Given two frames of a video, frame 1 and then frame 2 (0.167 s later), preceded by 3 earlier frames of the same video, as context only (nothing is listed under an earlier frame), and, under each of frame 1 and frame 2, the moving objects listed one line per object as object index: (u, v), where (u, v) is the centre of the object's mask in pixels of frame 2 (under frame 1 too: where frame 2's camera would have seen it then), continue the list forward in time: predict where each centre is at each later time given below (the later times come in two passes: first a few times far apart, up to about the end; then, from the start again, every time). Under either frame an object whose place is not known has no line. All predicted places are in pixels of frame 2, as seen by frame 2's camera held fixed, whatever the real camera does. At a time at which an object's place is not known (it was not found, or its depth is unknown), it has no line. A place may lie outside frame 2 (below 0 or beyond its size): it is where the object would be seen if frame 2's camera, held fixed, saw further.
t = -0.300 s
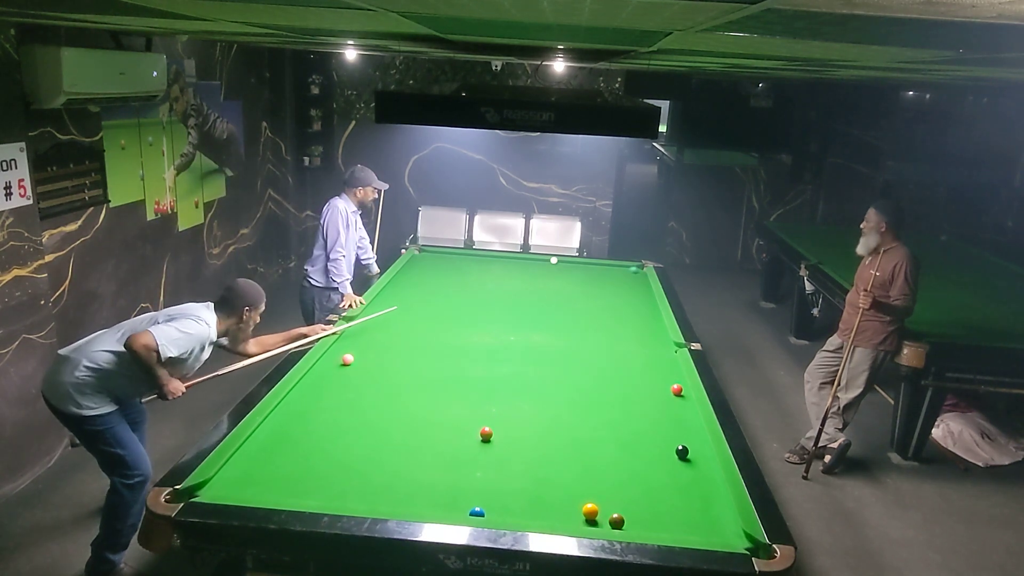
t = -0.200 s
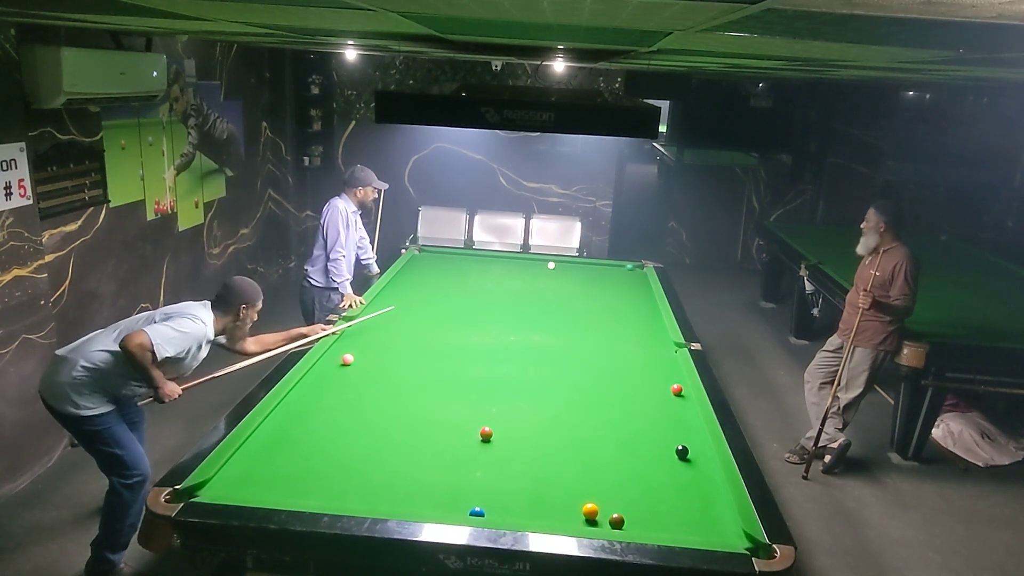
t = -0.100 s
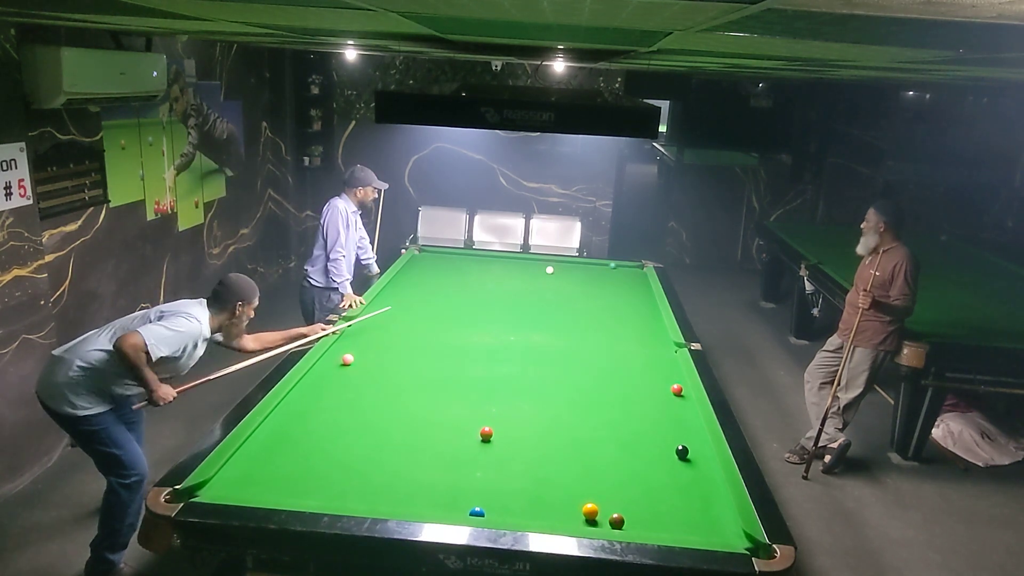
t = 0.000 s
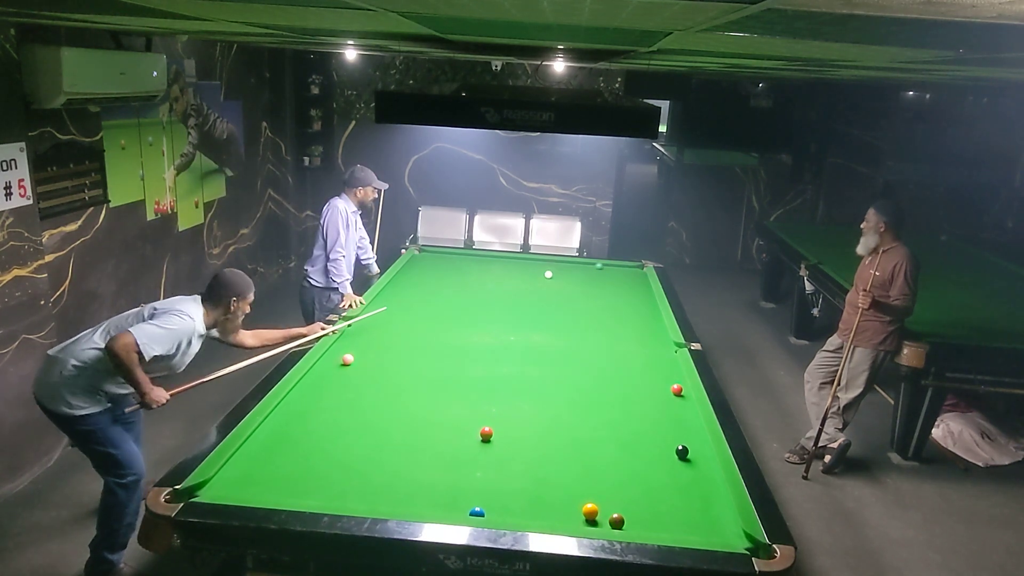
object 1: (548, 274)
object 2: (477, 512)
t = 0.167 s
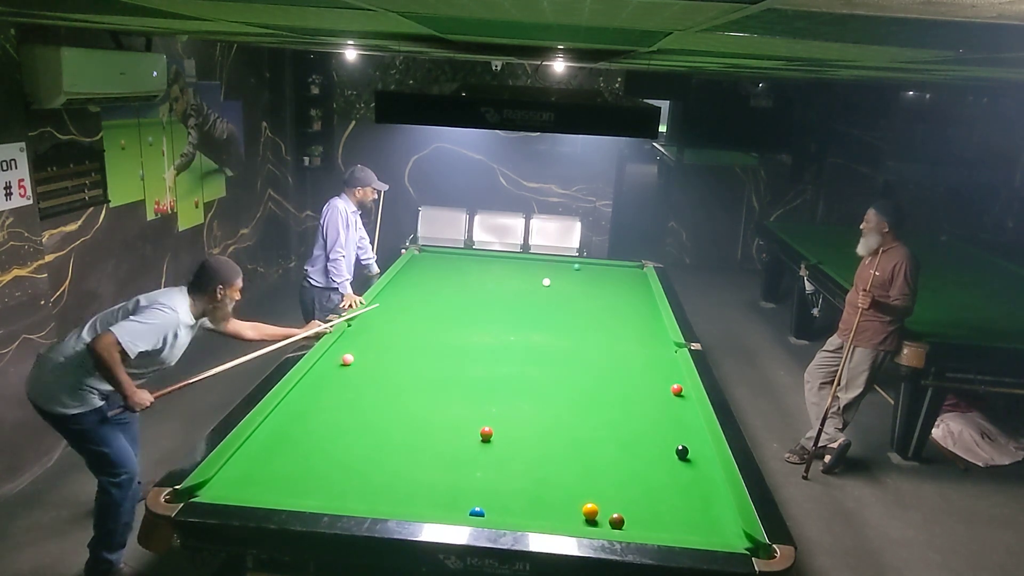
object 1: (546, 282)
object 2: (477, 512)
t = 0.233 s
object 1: (545, 285)
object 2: (477, 512)
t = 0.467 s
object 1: (542, 297)
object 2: (477, 512)
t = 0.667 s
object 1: (539, 308)
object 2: (477, 512)
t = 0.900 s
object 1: (535, 323)
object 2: (477, 512)
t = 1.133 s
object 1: (531, 338)
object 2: (477, 513)
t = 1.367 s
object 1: (526, 356)
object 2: (477, 513)
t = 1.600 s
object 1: (521, 375)
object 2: (477, 512)
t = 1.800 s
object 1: (516, 394)
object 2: (477, 513)
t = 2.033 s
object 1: (510, 419)
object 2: (477, 513)
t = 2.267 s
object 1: (503, 446)
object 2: (477, 512)
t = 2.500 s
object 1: (495, 477)
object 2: (477, 512)
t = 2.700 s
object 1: (489, 506)
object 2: (477, 512)
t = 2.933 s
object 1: (505, 511)
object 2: (469, 501)
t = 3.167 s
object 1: (521, 500)
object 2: (462, 488)
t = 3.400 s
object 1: (534, 491)
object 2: (456, 477)
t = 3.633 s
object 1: (546, 483)
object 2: (450, 468)
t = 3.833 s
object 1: (555, 477)
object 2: (446, 461)
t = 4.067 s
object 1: (565, 471)
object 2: (442, 455)
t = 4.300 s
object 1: (573, 467)
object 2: (438, 449)
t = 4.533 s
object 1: (580, 463)
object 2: (435, 445)
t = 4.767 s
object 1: (585, 460)
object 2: (432, 442)
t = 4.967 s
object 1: (589, 458)
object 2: (430, 440)
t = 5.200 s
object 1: (593, 456)
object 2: (429, 438)
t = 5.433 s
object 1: (595, 456)
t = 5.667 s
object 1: (596, 455)
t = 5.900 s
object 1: (596, 455)
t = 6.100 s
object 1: (596, 456)
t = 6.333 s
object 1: (596, 455)
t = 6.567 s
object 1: (596, 455)
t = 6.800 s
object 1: (596, 455)
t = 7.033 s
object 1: (596, 455)
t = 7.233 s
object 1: (596, 455)
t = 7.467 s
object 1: (596, 455)
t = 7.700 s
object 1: (596, 456)
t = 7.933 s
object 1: (596, 456)
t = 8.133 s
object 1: (596, 456)
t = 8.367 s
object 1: (596, 456)
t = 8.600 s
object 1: (596, 455)
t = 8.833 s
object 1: (596, 456)
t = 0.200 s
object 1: (546, 284)
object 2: (477, 512)
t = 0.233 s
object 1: (545, 285)
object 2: (477, 512)
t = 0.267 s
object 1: (545, 287)
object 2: (477, 512)
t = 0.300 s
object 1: (544, 289)
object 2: (477, 512)
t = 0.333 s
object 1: (544, 290)
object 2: (477, 512)
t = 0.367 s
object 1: (543, 292)
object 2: (477, 512)
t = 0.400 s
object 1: (543, 294)
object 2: (477, 512)
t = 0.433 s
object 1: (542, 296)
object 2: (477, 512)
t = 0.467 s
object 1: (542, 297)
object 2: (477, 512)
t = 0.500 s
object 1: (542, 299)
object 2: (477, 512)
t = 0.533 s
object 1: (541, 301)
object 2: (477, 512)
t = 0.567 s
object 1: (541, 303)
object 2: (477, 512)
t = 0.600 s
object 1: (540, 305)
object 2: (477, 512)
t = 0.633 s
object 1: (540, 307)
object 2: (477, 512)
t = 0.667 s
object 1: (539, 308)
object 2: (477, 512)
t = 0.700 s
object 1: (539, 311)
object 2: (477, 512)
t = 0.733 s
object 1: (538, 312)
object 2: (477, 512)
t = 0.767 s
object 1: (537, 314)
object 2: (477, 512)
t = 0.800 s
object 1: (537, 316)
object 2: (477, 512)
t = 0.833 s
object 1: (536, 319)
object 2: (477, 513)
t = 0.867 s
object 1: (536, 321)
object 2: (477, 513)
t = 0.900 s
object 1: (535, 323)
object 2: (477, 512)
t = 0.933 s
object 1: (535, 325)
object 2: (477, 513)
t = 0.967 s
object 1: (534, 327)
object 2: (477, 512)
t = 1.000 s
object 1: (534, 329)
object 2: (477, 512)
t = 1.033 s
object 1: (533, 332)
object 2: (477, 512)
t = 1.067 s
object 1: (532, 334)
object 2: (477, 512)
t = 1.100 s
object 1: (532, 336)
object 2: (477, 513)
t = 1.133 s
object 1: (531, 338)
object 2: (477, 513)
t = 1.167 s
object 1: (530, 341)
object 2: (477, 513)
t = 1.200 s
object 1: (530, 343)
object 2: (477, 513)
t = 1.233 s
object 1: (529, 346)
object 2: (477, 513)
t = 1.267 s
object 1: (528, 348)
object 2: (477, 513)
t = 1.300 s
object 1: (528, 351)
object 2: (477, 512)
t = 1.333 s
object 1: (527, 353)
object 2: (477, 512)
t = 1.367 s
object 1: (526, 356)
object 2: (477, 513)
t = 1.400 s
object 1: (526, 359)
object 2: (477, 513)
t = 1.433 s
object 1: (525, 361)
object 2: (477, 513)
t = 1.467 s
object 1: (524, 364)
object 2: (477, 513)
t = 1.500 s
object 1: (523, 367)
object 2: (477, 513)
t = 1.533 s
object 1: (523, 370)
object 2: (477, 513)
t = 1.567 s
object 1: (522, 373)
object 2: (477, 513)
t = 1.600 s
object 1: (521, 375)
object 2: (477, 512)
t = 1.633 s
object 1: (520, 379)
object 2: (477, 513)
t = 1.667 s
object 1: (520, 382)
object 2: (477, 513)
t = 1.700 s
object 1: (519, 385)
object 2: (477, 513)
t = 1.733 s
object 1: (518, 388)
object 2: (477, 512)
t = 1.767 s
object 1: (517, 391)
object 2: (477, 512)
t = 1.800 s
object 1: (516, 394)
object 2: (477, 513)
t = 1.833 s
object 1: (516, 398)
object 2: (477, 512)
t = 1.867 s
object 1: (515, 401)
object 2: (477, 512)
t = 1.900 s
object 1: (514, 404)
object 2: (477, 513)
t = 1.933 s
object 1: (513, 408)
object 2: (477, 513)
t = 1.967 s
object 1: (512, 411)
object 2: (477, 513)
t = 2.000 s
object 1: (511, 415)
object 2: (477, 513)
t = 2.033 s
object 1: (510, 419)
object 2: (477, 513)
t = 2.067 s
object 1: (509, 422)
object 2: (477, 513)
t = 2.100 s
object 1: (508, 426)
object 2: (477, 512)
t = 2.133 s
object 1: (507, 430)
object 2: (477, 512)
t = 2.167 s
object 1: (506, 434)
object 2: (477, 513)
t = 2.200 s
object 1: (505, 438)
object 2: (477, 512)
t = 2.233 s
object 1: (504, 442)
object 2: (477, 513)
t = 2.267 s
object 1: (503, 446)
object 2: (477, 512)
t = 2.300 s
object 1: (502, 450)
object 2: (477, 513)
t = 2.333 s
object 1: (501, 454)
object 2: (477, 512)
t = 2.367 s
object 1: (500, 459)
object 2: (477, 512)
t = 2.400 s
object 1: (499, 463)
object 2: (477, 513)
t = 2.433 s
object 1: (498, 468)
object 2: (477, 513)
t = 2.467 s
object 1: (497, 473)
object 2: (477, 513)
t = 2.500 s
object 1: (495, 477)
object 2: (477, 512)
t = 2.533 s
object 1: (494, 482)
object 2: (477, 512)
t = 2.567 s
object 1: (493, 487)
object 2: (477, 513)
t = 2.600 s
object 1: (492, 492)
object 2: (477, 513)
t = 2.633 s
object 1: (491, 497)
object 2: (477, 513)
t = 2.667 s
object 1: (489, 502)
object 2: (477, 512)
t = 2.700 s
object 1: (489, 506)
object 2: (477, 512)
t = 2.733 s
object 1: (490, 509)
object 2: (475, 512)
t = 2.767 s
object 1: (493, 511)
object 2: (474, 510)
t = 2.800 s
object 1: (496, 513)
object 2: (473, 509)
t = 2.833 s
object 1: (498, 513)
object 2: (472, 508)
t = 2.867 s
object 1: (501, 512)
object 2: (471, 506)
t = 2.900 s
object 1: (503, 511)
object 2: (470, 504)
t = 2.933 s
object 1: (505, 511)
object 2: (469, 501)
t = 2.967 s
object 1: (507, 509)
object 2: (468, 499)
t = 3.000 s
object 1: (510, 507)
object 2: (467, 498)
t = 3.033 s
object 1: (512, 506)
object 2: (466, 495)
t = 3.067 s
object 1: (514, 504)
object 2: (465, 494)
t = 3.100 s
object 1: (516, 503)
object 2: (464, 492)
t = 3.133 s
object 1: (518, 501)
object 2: (463, 490)
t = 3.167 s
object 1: (521, 500)
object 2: (462, 488)
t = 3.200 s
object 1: (522, 499)
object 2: (461, 487)
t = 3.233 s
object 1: (525, 497)
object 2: (460, 485)
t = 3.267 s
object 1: (527, 496)
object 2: (459, 483)
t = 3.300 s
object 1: (528, 495)
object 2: (458, 482)
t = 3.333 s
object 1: (531, 493)
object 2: (458, 480)
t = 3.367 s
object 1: (532, 492)
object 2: (457, 479)
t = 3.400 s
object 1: (534, 491)
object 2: (456, 477)
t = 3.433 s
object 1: (536, 490)
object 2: (455, 476)
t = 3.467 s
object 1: (538, 488)
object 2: (454, 474)
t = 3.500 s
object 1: (540, 487)
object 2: (453, 473)
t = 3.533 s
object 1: (541, 486)
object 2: (453, 472)
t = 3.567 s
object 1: (543, 485)
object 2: (452, 470)
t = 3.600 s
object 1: (545, 484)
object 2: (451, 469)
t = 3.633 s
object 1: (546, 483)
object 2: (450, 468)
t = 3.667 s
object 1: (548, 482)
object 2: (450, 467)
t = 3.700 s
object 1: (550, 481)
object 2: (449, 465)
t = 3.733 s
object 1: (551, 480)
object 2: (448, 464)
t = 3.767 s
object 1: (553, 479)
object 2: (447, 463)
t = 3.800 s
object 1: (554, 478)
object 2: (447, 462)
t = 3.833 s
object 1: (555, 477)
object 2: (446, 461)
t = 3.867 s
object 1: (557, 476)
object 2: (445, 460)
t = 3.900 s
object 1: (558, 475)
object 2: (445, 459)
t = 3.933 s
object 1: (560, 474)
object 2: (444, 458)
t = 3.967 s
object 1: (561, 474)
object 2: (443, 457)
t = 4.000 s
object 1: (562, 473)
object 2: (443, 456)
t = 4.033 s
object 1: (563, 472)
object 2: (442, 455)
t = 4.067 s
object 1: (565, 471)
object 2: (442, 455)
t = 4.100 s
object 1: (566, 471)
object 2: (441, 454)
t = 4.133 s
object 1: (567, 470)
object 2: (441, 453)
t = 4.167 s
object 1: (568, 469)
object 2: (440, 452)
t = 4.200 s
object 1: (569, 469)
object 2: (440, 451)
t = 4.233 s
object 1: (571, 468)
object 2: (439, 450)
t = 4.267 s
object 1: (572, 467)
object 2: (439, 450)
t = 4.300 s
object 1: (573, 467)
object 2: (438, 449)
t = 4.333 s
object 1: (574, 466)
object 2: (438, 448)
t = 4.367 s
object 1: (575, 466)
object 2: (437, 448)
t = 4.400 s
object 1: (576, 465)
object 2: (437, 447)
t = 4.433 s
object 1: (577, 464)
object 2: (436, 446)
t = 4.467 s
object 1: (578, 464)
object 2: (436, 446)
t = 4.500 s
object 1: (579, 463)
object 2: (435, 445)
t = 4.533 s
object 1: (580, 463)
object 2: (435, 445)
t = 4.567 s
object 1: (581, 462)
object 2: (434, 444)
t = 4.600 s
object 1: (581, 462)
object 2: (434, 444)
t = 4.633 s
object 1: (582, 461)
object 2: (434, 443)
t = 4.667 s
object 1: (583, 461)
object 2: (433, 443)
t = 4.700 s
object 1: (584, 460)
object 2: (433, 442)
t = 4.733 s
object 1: (585, 460)
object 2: (432, 442)
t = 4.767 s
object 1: (585, 460)
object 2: (432, 442)
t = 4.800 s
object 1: (586, 459)
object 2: (432, 441)
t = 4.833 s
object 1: (587, 459)
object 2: (431, 441)
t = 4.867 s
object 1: (587, 459)
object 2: (431, 440)
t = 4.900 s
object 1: (588, 458)
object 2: (431, 440)
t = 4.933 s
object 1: (589, 458)
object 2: (430, 440)
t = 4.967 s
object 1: (589, 458)
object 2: (430, 440)
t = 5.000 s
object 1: (590, 457)
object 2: (430, 439)
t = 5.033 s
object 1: (591, 457)
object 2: (430, 439)
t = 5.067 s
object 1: (591, 457)
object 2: (430, 439)
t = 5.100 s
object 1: (592, 457)
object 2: (429, 439)
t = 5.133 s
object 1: (592, 457)
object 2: (429, 439)
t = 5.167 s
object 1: (593, 457)
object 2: (429, 438)
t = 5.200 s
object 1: (593, 456)
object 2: (429, 438)
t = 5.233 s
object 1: (593, 456)
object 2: (429, 438)
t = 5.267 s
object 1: (594, 456)
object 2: (429, 438)
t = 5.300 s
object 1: (594, 456)
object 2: (429, 438)
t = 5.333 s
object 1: (594, 456)
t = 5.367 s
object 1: (595, 456)
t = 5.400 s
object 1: (595, 456)
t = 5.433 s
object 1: (595, 456)
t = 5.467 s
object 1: (595, 456)
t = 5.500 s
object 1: (595, 456)
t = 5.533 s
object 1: (596, 456)
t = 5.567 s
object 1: (596, 456)
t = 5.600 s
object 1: (596, 455)
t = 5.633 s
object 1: (596, 455)
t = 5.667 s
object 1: (596, 455)
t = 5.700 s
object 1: (596, 455)
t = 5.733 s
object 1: (596, 455)
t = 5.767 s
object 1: (596, 455)
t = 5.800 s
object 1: (596, 455)
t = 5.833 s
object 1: (596, 456)
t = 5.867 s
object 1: (596, 455)
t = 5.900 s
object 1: (596, 455)
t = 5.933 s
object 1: (596, 456)
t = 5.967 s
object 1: (596, 456)
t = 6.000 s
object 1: (596, 456)
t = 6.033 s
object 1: (596, 456)
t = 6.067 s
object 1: (596, 456)
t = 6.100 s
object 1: (596, 456)
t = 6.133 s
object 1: (596, 456)
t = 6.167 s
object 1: (596, 455)
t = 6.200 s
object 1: (596, 455)
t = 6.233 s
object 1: (596, 455)
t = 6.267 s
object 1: (596, 455)
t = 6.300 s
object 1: (596, 455)
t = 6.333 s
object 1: (596, 455)
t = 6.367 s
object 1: (596, 456)
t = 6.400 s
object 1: (596, 455)
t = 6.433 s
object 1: (596, 455)
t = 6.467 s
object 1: (596, 455)
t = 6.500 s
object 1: (596, 455)
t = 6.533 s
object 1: (596, 455)
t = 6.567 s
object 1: (596, 455)
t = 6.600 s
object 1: (596, 455)
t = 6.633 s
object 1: (596, 455)
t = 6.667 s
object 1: (596, 455)
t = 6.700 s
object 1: (596, 456)
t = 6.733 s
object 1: (596, 455)
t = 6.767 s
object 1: (596, 455)
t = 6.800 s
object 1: (596, 455)
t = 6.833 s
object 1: (596, 456)
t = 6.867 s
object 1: (596, 456)
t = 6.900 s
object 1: (596, 456)
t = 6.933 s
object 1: (596, 456)
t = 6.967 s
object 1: (596, 456)
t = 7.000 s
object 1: (596, 455)
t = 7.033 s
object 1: (596, 455)
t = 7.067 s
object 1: (596, 455)
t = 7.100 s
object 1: (596, 455)
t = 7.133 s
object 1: (596, 455)
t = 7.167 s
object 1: (596, 455)
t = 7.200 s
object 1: (596, 456)
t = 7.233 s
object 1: (596, 455)
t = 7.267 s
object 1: (596, 455)
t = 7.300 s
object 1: (596, 455)
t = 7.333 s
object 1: (596, 456)
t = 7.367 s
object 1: (596, 455)
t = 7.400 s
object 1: (596, 455)
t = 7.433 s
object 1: (596, 455)
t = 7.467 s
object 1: (596, 455)
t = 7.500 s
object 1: (596, 455)
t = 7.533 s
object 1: (596, 456)
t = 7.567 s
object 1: (596, 456)
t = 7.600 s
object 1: (596, 456)
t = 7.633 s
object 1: (596, 456)
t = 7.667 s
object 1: (596, 456)
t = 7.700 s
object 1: (596, 456)
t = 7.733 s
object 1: (596, 456)
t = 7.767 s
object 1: (596, 456)
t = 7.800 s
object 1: (596, 456)
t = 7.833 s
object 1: (596, 456)
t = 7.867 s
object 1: (596, 456)
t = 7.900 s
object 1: (596, 456)
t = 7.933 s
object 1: (596, 456)
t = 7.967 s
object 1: (596, 456)
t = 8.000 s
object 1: (596, 456)
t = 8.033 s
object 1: (596, 456)
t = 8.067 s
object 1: (596, 456)
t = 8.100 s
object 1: (596, 456)
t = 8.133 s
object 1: (596, 456)
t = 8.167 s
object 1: (596, 456)
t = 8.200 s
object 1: (596, 456)
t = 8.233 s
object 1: (596, 456)
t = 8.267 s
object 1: (596, 456)
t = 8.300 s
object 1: (596, 456)
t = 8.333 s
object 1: (596, 455)
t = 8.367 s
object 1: (596, 456)
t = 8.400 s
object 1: (596, 455)
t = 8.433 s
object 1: (596, 456)
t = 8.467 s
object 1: (596, 455)
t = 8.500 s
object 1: (596, 456)
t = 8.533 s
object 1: (596, 455)
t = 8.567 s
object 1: (596, 455)
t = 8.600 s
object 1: (596, 455)
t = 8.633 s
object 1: (596, 455)
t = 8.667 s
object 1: (596, 456)
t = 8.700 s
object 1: (596, 456)
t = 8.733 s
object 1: (596, 456)
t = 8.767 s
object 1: (596, 456)
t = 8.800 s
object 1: (596, 456)
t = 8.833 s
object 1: (596, 456)
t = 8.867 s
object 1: (596, 455)
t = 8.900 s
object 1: (596, 456)
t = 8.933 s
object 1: (596, 456)
